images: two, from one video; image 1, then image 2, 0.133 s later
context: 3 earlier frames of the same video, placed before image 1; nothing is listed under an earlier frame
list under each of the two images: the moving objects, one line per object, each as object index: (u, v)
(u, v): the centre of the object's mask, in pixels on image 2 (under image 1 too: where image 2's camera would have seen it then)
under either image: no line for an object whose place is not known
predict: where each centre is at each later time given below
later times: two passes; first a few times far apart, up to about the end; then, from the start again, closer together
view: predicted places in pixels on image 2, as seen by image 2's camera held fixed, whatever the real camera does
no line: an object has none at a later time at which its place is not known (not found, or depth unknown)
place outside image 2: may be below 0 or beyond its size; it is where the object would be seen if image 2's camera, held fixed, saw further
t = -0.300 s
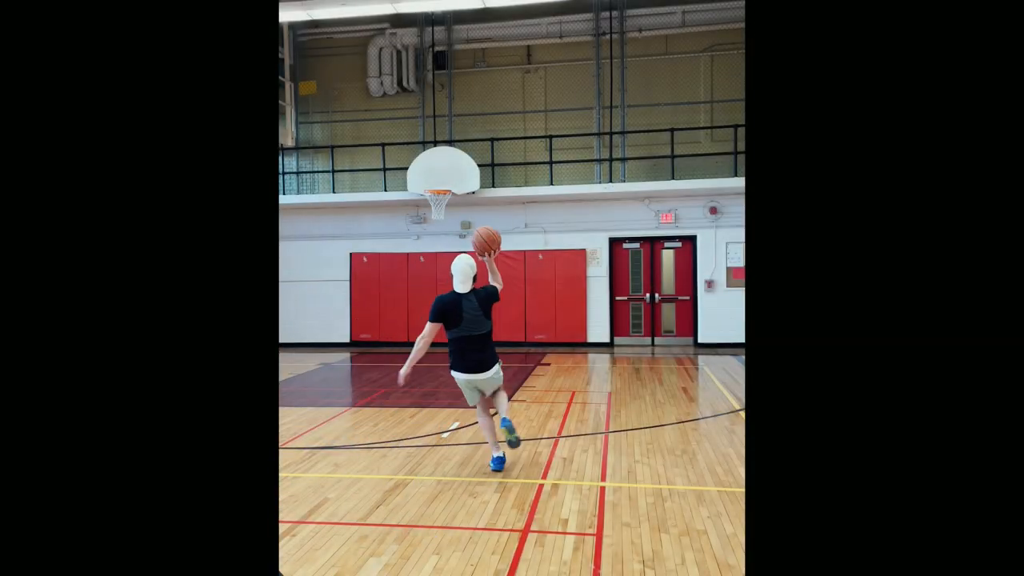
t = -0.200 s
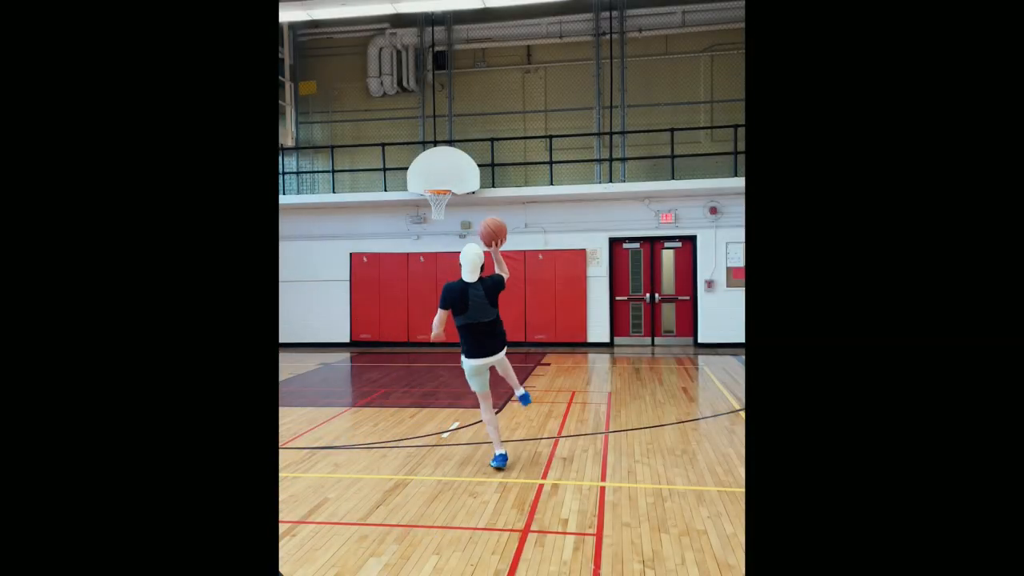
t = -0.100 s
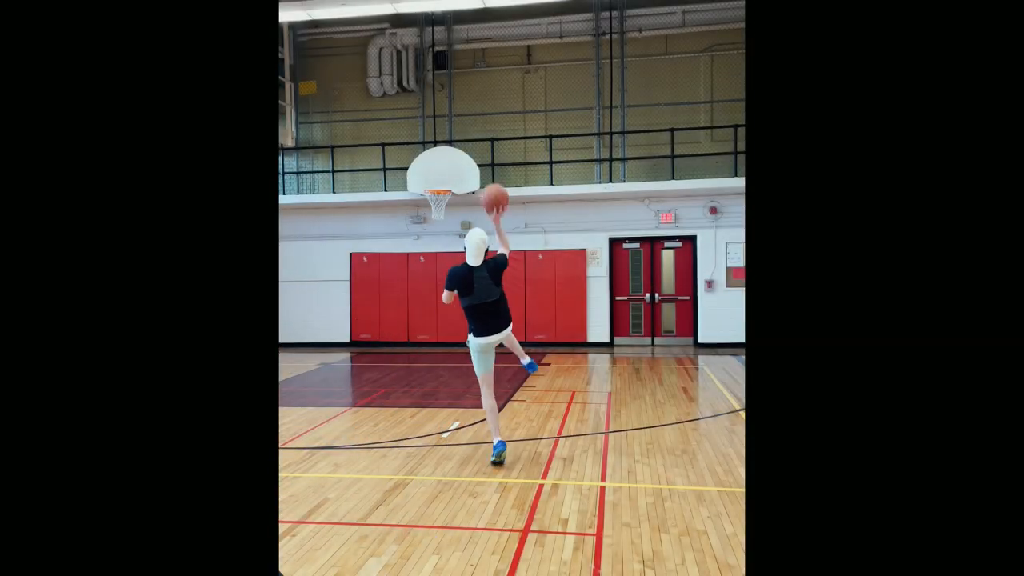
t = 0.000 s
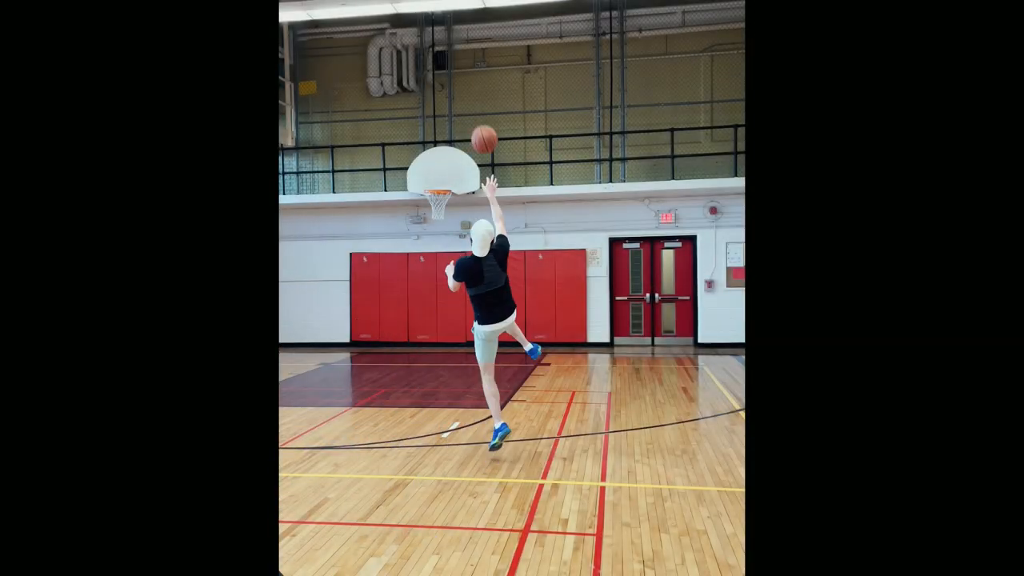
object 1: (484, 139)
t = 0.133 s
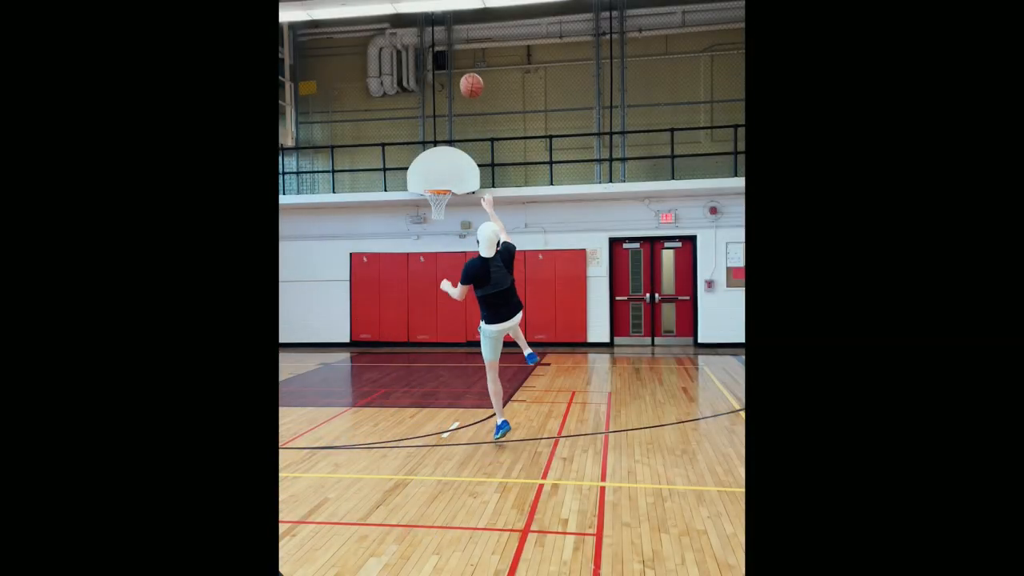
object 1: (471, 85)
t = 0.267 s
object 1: (462, 58)
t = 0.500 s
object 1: (449, 54)
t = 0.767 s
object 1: (439, 92)
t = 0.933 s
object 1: (435, 133)
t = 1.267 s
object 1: (438, 206)
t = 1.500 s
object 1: (451, 233)
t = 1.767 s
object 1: (465, 296)
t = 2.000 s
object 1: (477, 326)
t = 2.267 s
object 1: (491, 273)
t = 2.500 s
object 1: (504, 256)
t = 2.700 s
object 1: (516, 264)
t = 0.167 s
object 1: (469, 76)
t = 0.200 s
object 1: (466, 69)
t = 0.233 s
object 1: (464, 63)
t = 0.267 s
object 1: (462, 58)
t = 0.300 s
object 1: (459, 54)
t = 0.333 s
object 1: (458, 52)
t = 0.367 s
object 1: (456, 51)
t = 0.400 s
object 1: (454, 50)
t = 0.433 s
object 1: (452, 50)
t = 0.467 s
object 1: (451, 52)
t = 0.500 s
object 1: (449, 54)
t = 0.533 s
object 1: (448, 56)
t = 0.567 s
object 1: (447, 60)
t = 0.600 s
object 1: (445, 64)
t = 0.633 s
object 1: (444, 68)
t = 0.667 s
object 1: (443, 74)
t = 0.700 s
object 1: (441, 79)
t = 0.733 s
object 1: (441, 85)
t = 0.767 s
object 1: (439, 92)
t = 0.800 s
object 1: (438, 100)
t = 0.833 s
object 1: (437, 107)
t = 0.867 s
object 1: (436, 116)
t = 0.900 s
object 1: (436, 124)
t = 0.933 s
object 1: (435, 133)
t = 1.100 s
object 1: (433, 183)
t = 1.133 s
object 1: (433, 193)
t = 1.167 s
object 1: (432, 199)
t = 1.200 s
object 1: (434, 206)
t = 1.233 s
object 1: (436, 204)
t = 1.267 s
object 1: (438, 206)
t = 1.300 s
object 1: (440, 208)
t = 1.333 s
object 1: (442, 211)
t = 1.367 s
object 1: (443, 214)
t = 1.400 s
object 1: (445, 218)
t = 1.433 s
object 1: (447, 223)
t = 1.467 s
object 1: (449, 227)
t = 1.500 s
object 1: (451, 233)
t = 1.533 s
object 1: (453, 239)
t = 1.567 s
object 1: (454, 246)
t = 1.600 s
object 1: (456, 253)
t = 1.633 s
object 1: (458, 261)
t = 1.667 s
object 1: (459, 268)
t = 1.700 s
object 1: (462, 277)
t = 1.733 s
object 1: (463, 287)
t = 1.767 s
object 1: (465, 296)
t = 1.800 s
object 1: (467, 306)
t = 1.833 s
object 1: (469, 317)
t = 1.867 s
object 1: (470, 328)
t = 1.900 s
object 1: (472, 339)
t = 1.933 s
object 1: (473, 344)
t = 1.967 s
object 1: (475, 335)
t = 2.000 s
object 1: (477, 326)
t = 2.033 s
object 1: (479, 317)
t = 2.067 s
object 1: (480, 309)
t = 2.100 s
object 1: (482, 302)
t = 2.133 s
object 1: (484, 295)
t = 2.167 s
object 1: (485, 288)
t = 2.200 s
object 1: (487, 283)
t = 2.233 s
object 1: (489, 277)
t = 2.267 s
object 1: (491, 273)
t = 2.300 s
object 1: (493, 269)
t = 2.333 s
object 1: (495, 265)
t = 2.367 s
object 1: (496, 262)
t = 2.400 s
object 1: (498, 260)
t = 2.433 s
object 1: (500, 258)
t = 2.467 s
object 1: (502, 257)
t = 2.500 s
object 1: (504, 256)
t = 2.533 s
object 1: (506, 256)
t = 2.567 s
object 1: (508, 257)
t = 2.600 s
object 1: (510, 258)
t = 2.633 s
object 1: (512, 259)
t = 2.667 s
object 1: (514, 261)
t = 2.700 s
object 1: (516, 264)
